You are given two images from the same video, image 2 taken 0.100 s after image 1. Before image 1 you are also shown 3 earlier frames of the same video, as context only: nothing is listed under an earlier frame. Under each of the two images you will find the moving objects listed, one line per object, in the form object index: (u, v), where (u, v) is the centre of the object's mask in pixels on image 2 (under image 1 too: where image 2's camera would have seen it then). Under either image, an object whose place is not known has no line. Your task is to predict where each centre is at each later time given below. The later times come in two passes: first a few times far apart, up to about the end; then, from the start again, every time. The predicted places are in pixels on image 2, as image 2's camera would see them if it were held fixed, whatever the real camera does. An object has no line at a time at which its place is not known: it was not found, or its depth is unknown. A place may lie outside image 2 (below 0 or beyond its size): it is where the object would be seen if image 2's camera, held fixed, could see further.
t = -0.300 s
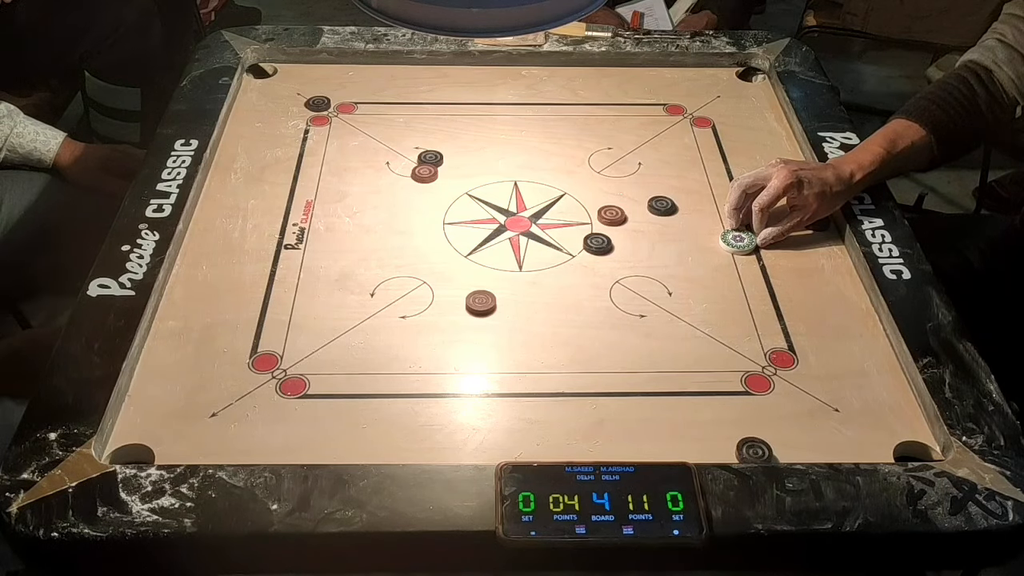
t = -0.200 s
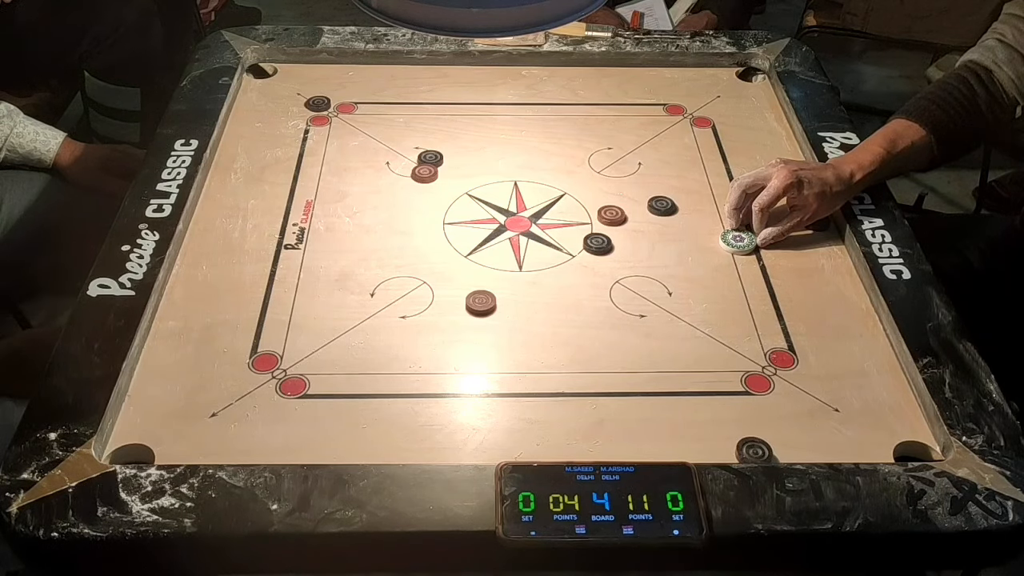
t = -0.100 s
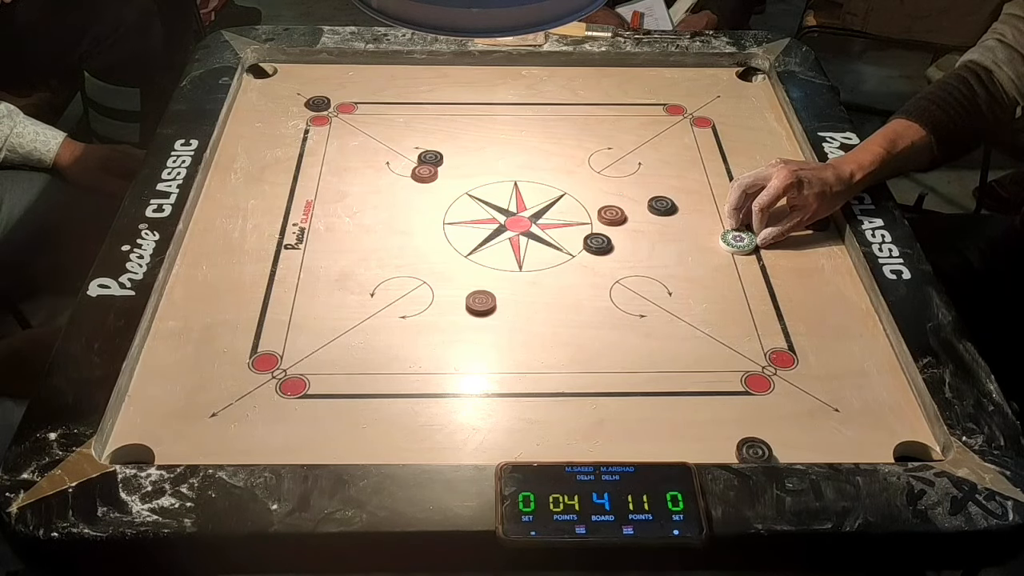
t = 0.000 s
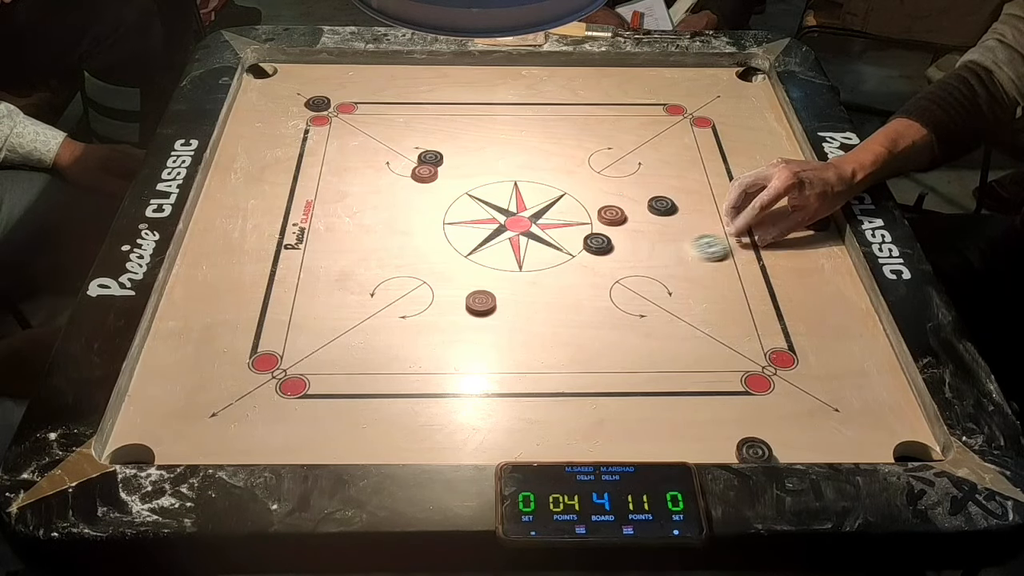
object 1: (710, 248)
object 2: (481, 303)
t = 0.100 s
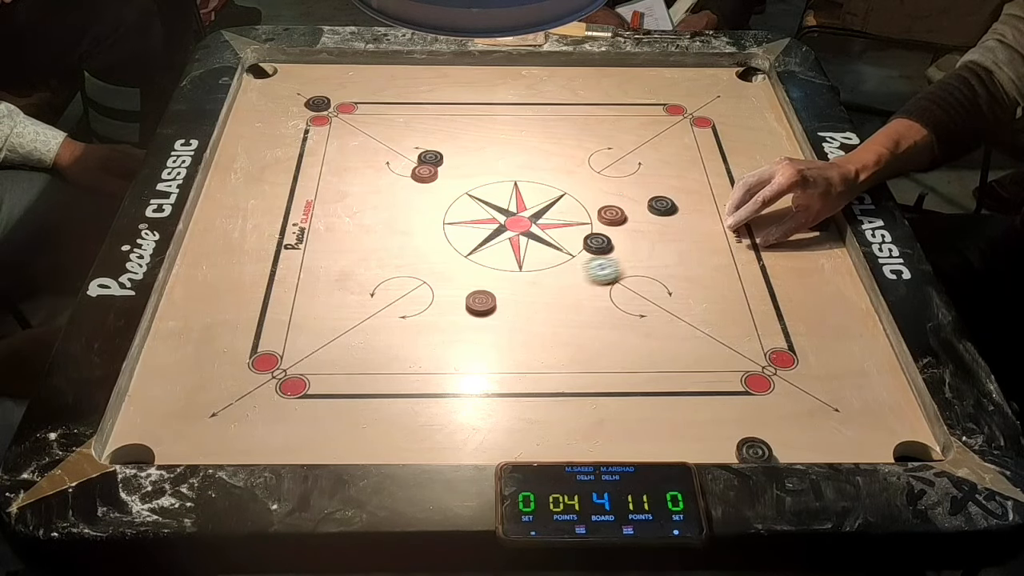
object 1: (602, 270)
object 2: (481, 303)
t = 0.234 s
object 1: (487, 290)
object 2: (426, 324)
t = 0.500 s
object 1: (398, 294)
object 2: (129, 441)
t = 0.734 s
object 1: (386, 295)
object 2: (212, 455)
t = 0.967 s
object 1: (386, 295)
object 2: (222, 455)
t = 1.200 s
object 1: (386, 295)
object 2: (222, 454)
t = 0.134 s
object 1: (567, 277)
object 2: (481, 303)
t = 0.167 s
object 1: (532, 284)
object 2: (481, 303)
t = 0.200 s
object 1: (504, 289)
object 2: (467, 308)
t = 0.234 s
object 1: (487, 290)
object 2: (426, 324)
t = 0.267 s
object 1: (471, 291)
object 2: (386, 340)
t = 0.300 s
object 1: (456, 291)
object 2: (346, 356)
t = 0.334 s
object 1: (443, 292)
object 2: (306, 371)
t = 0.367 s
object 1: (431, 293)
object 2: (266, 389)
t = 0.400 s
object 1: (421, 294)
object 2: (229, 403)
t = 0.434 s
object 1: (412, 294)
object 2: (194, 416)
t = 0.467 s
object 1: (404, 294)
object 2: (161, 429)
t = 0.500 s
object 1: (398, 294)
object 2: (129, 441)
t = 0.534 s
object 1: (393, 294)
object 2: (139, 447)
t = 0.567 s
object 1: (389, 295)
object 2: (157, 451)
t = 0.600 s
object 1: (387, 295)
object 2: (171, 454)
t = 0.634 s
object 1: (386, 295)
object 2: (183, 456)
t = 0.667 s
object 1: (386, 295)
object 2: (194, 457)
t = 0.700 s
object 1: (386, 295)
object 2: (203, 457)
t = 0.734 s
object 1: (386, 295)
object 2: (212, 455)
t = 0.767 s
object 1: (386, 295)
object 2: (217, 455)
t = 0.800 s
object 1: (386, 295)
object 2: (221, 454)
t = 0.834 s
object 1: (386, 295)
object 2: (222, 454)
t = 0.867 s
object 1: (386, 295)
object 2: (222, 454)
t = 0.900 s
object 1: (386, 295)
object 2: (222, 454)
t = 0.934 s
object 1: (386, 295)
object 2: (222, 454)
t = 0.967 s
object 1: (386, 295)
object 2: (222, 455)
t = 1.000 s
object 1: (386, 295)
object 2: (222, 454)
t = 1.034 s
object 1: (386, 295)
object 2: (222, 454)
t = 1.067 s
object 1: (386, 295)
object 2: (222, 454)
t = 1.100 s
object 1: (386, 295)
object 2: (222, 455)
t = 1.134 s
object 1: (386, 295)
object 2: (222, 454)
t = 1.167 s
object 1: (386, 295)
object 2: (222, 454)
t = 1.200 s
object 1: (386, 295)
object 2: (222, 454)
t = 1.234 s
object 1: (386, 295)
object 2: (222, 455)
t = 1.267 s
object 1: (386, 295)
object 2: (222, 455)
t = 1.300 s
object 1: (386, 295)
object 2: (222, 454)
